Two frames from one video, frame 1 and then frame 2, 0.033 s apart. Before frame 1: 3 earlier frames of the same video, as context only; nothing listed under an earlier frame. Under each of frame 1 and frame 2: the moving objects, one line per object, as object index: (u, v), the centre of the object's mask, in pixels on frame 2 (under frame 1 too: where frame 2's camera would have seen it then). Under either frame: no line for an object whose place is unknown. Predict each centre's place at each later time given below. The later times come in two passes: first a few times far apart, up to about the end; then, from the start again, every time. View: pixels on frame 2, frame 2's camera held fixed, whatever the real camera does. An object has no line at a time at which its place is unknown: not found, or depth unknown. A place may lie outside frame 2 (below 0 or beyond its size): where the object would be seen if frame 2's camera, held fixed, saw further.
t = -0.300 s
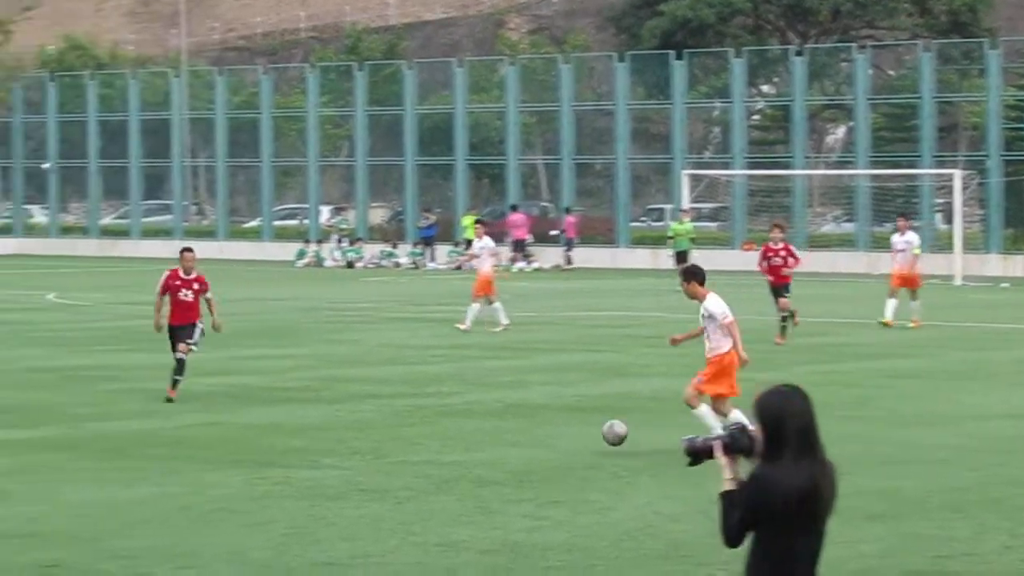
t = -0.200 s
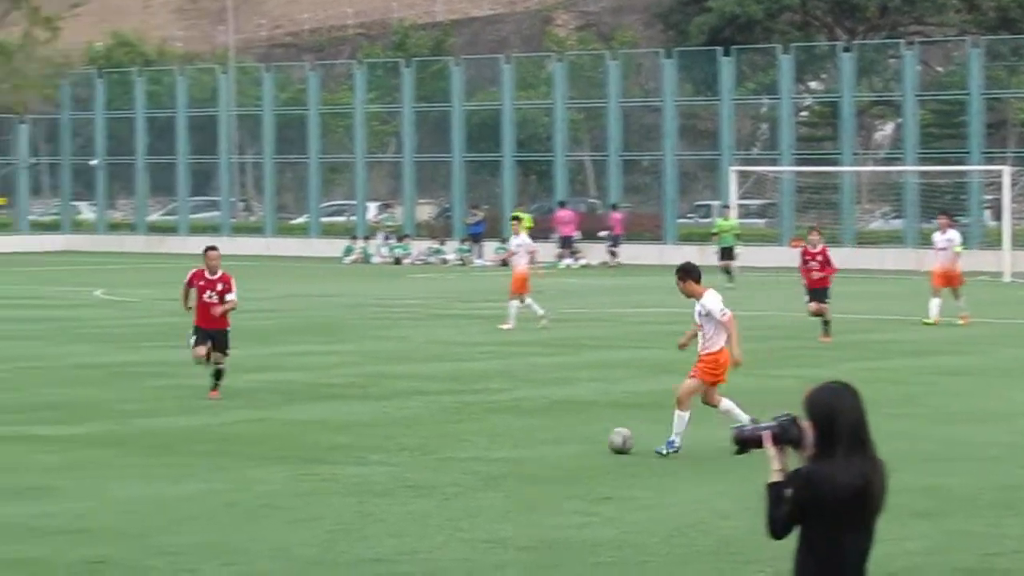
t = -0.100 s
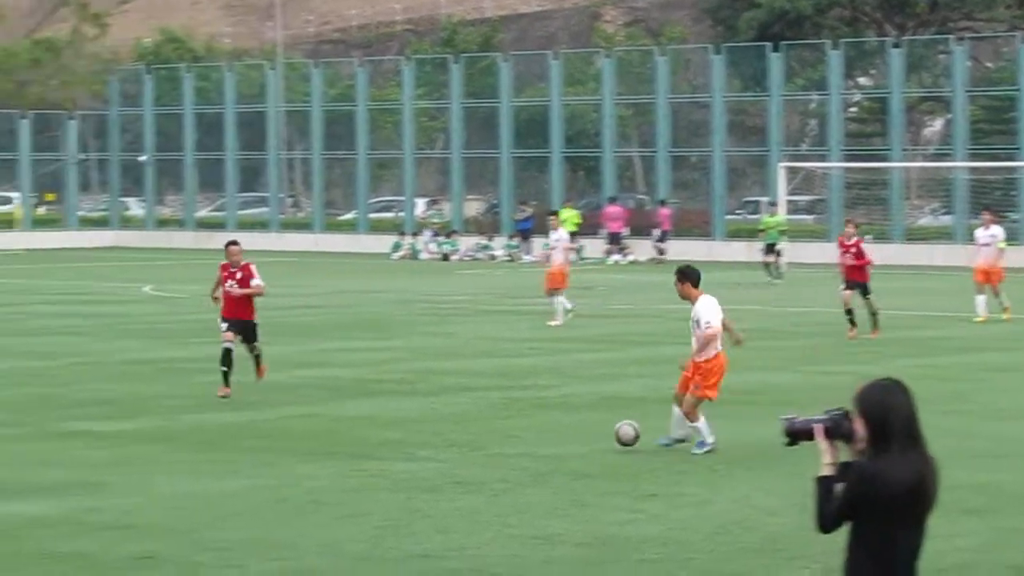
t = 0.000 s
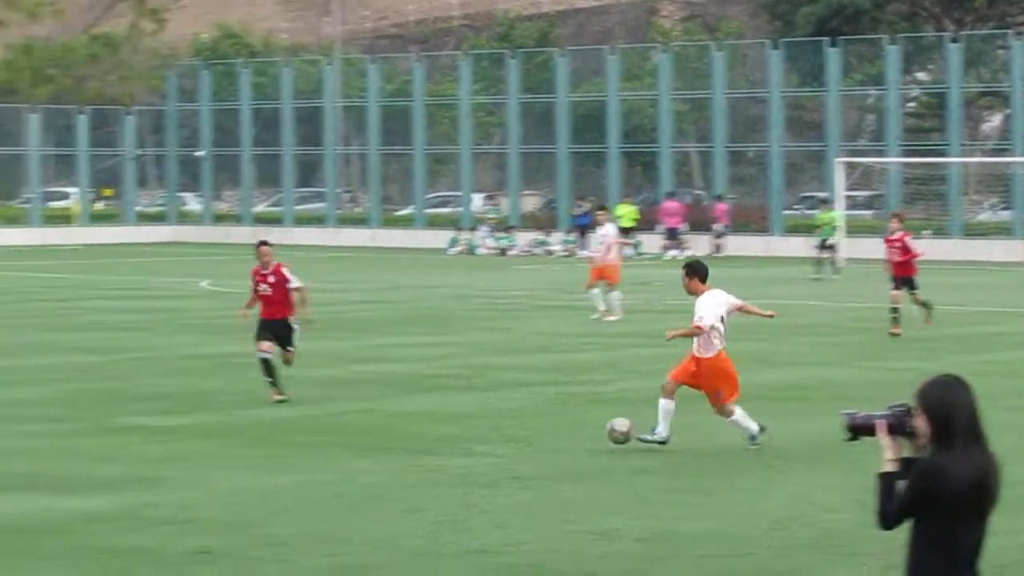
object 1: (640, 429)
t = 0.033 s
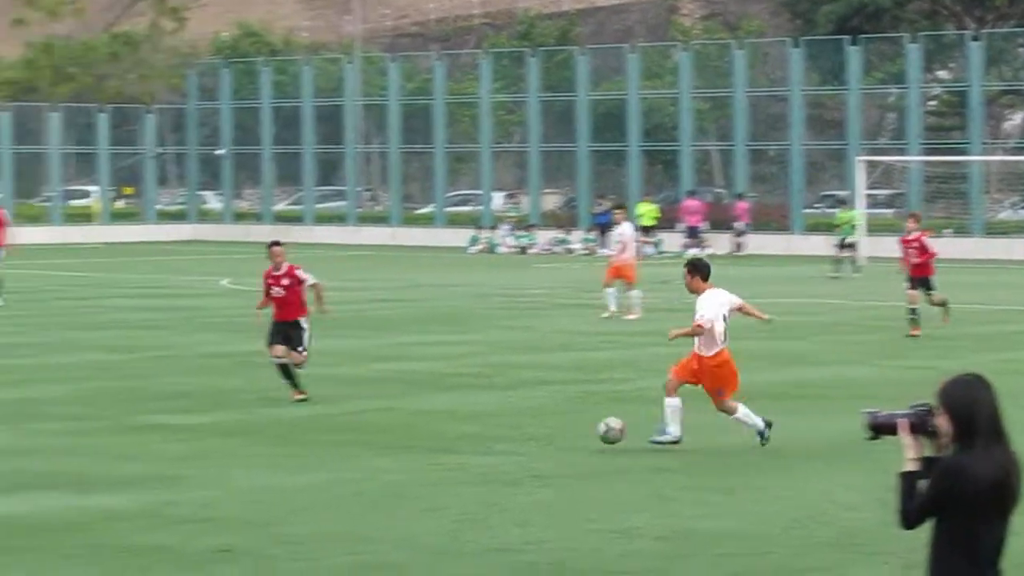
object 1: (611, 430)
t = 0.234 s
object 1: (437, 445)
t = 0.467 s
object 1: (248, 460)
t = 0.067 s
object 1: (581, 433)
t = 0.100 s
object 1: (551, 437)
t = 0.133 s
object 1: (520, 443)
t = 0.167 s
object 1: (491, 447)
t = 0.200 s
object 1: (464, 445)
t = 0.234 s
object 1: (437, 445)
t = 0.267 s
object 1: (410, 447)
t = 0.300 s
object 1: (382, 449)
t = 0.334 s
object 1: (353, 454)
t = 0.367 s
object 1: (325, 459)
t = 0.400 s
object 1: (299, 461)
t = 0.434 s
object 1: (273, 460)
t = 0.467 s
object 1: (248, 460)
